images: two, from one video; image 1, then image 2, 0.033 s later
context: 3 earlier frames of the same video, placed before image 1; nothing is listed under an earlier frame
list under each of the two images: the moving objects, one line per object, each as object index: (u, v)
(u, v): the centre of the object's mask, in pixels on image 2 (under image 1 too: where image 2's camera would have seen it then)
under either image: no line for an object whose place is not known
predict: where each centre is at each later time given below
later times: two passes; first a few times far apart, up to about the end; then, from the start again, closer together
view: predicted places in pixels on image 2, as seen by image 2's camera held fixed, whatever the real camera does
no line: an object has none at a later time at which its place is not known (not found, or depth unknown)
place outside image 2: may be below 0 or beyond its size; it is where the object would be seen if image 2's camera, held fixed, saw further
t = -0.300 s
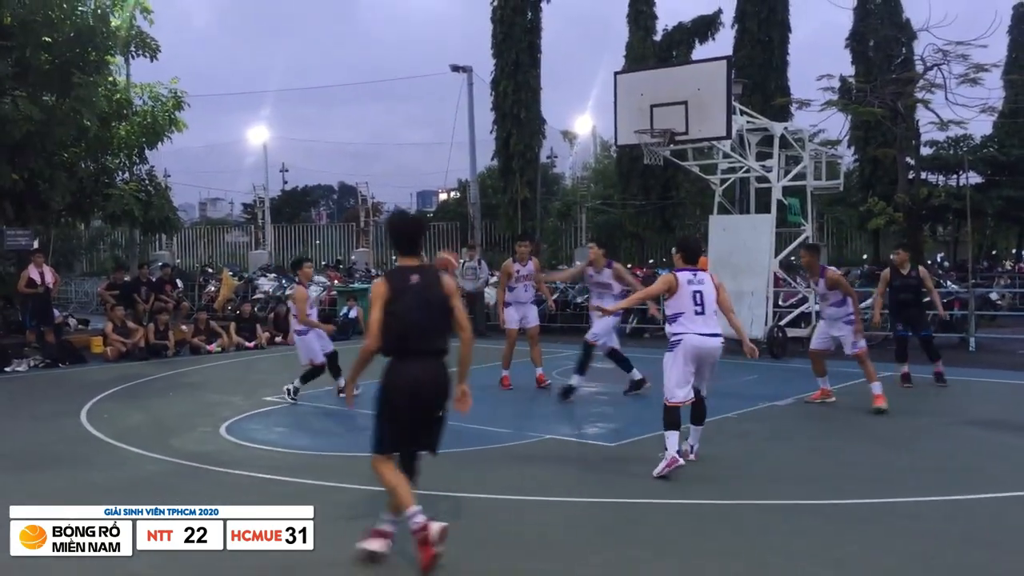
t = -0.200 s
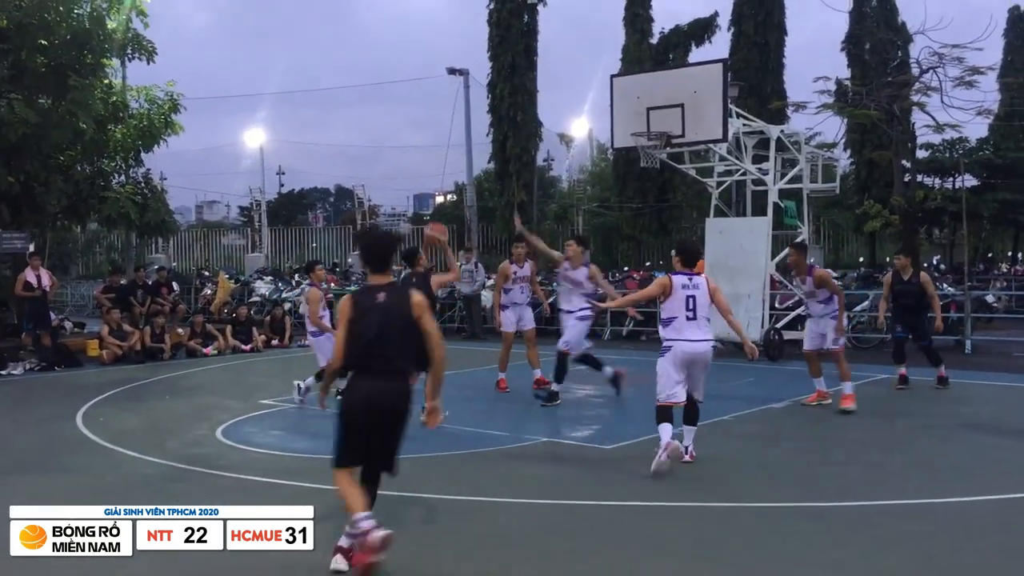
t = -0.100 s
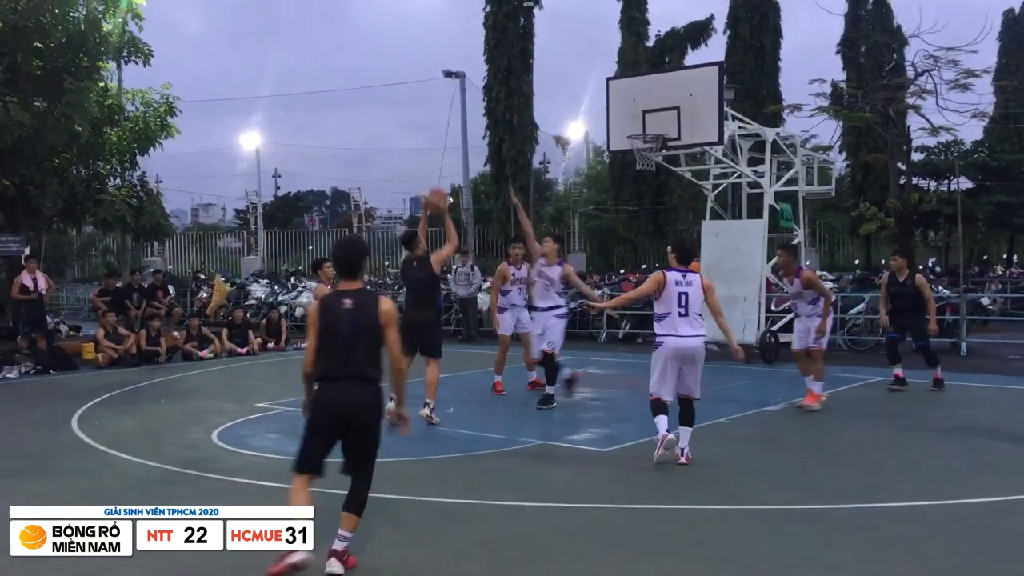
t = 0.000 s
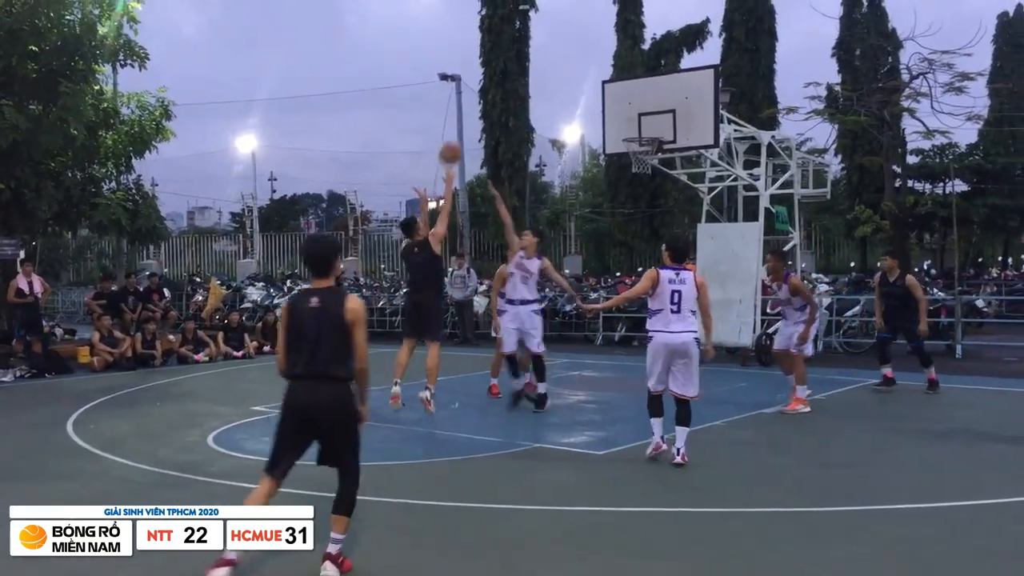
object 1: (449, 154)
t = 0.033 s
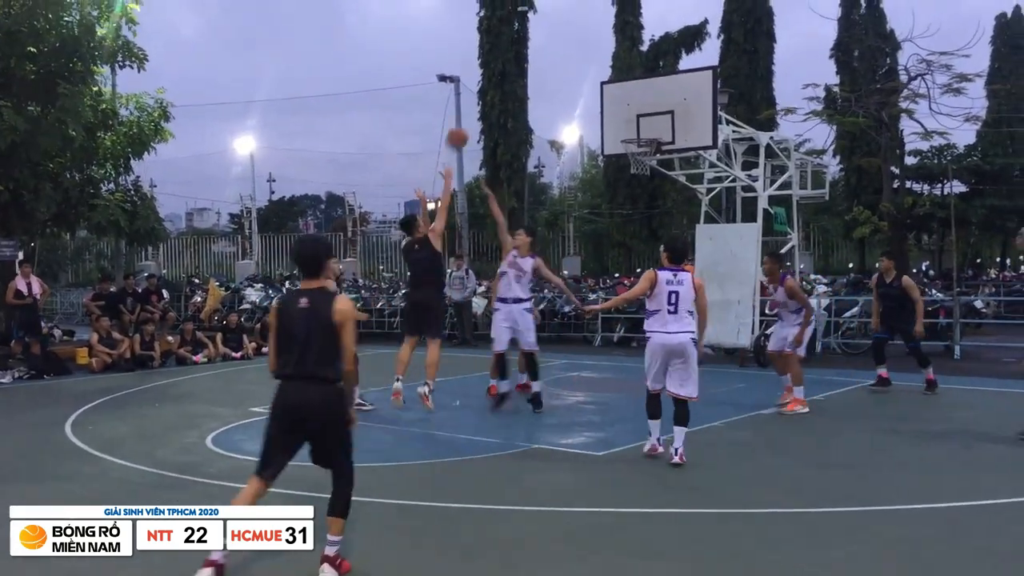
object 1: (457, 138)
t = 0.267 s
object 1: (507, 58)
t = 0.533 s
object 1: (560, 35)
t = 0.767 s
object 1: (602, 62)
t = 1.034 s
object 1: (642, 133)
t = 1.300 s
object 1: (619, 109)
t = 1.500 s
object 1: (599, 126)
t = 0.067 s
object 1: (464, 123)
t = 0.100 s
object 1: (473, 109)
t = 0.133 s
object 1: (480, 96)
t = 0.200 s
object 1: (493, 74)
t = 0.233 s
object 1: (500, 65)
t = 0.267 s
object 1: (507, 58)
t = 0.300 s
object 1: (514, 51)
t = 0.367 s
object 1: (528, 42)
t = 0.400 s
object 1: (534, 39)
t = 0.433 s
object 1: (542, 36)
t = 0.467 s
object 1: (548, 35)
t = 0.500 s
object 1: (554, 34)
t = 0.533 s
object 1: (560, 35)
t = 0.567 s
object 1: (566, 36)
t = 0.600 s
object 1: (572, 38)
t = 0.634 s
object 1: (579, 42)
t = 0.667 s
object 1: (585, 46)
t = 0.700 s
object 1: (591, 51)
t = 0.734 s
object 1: (596, 57)
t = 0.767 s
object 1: (602, 62)
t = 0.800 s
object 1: (607, 70)
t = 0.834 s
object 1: (613, 78)
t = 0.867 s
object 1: (619, 86)
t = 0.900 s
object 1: (624, 97)
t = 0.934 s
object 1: (629, 107)
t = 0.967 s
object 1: (635, 118)
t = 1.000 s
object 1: (640, 129)
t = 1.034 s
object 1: (642, 133)
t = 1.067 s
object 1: (640, 129)
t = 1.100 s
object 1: (636, 124)
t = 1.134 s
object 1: (633, 118)
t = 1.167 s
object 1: (630, 115)
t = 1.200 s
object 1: (627, 113)
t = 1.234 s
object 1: (624, 111)
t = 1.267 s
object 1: (621, 110)
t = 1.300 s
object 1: (619, 109)
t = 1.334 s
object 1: (615, 110)
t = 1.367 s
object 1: (612, 110)
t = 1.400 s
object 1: (609, 113)
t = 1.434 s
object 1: (605, 116)
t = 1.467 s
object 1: (602, 121)
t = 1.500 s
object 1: (599, 126)
